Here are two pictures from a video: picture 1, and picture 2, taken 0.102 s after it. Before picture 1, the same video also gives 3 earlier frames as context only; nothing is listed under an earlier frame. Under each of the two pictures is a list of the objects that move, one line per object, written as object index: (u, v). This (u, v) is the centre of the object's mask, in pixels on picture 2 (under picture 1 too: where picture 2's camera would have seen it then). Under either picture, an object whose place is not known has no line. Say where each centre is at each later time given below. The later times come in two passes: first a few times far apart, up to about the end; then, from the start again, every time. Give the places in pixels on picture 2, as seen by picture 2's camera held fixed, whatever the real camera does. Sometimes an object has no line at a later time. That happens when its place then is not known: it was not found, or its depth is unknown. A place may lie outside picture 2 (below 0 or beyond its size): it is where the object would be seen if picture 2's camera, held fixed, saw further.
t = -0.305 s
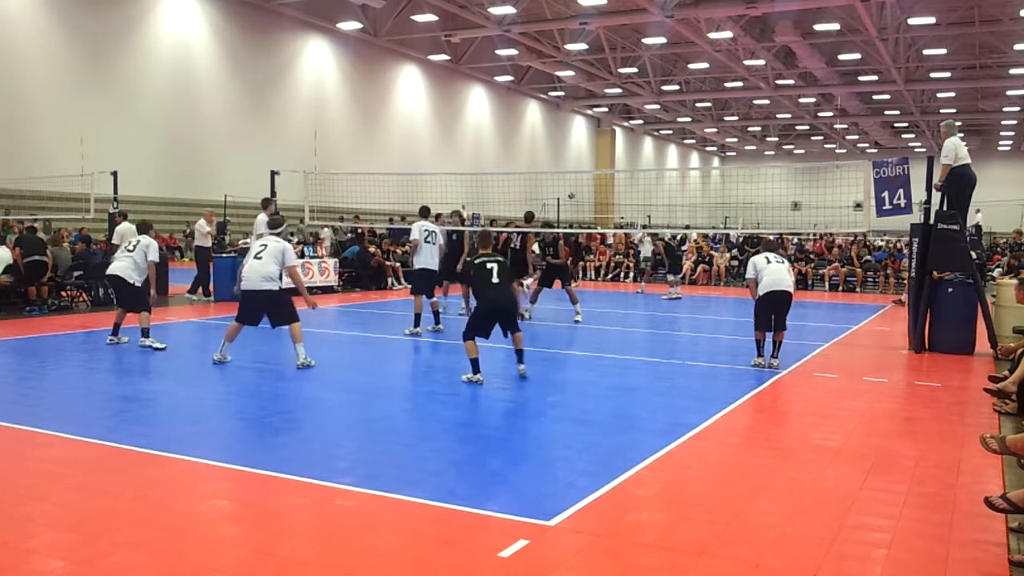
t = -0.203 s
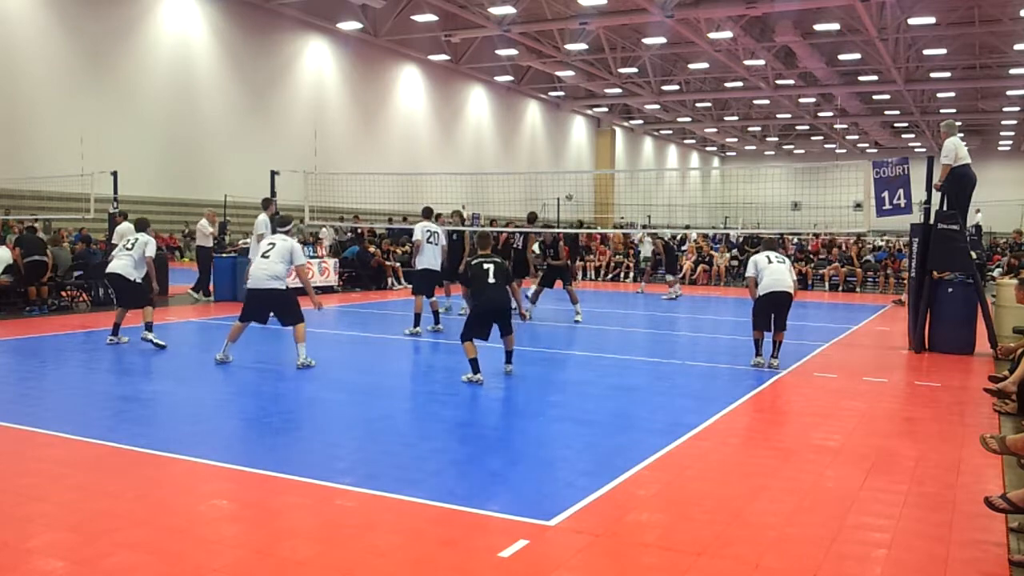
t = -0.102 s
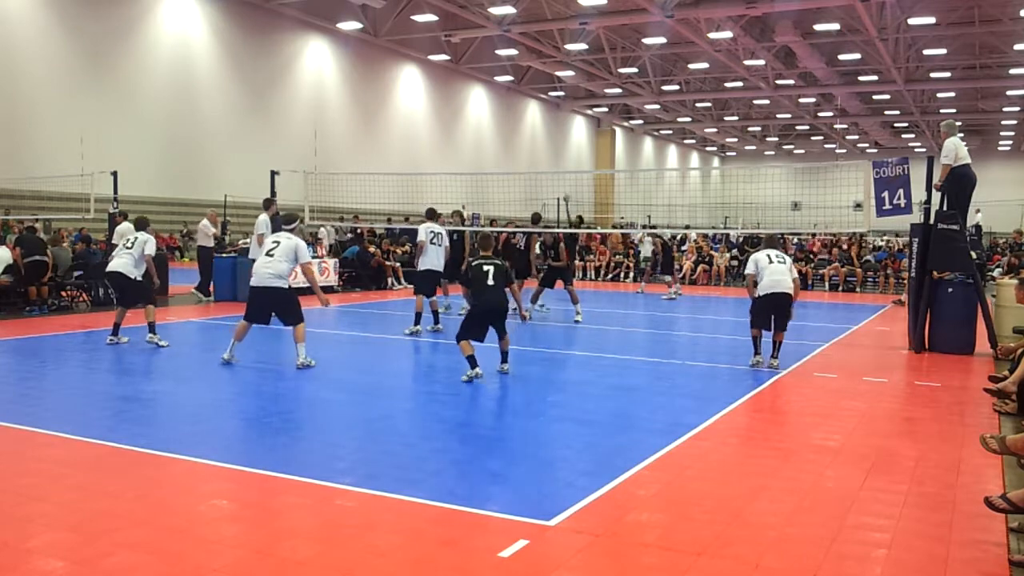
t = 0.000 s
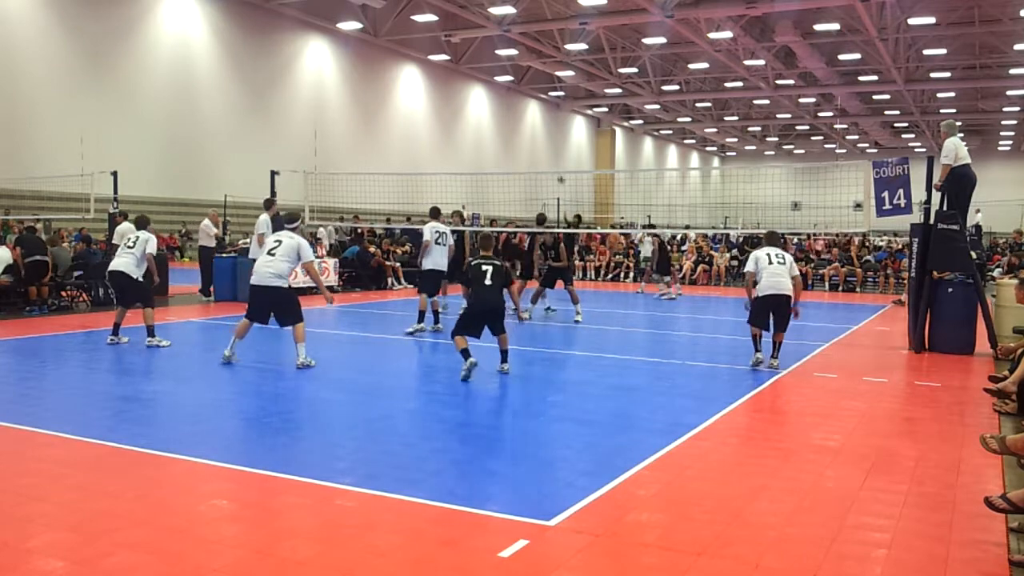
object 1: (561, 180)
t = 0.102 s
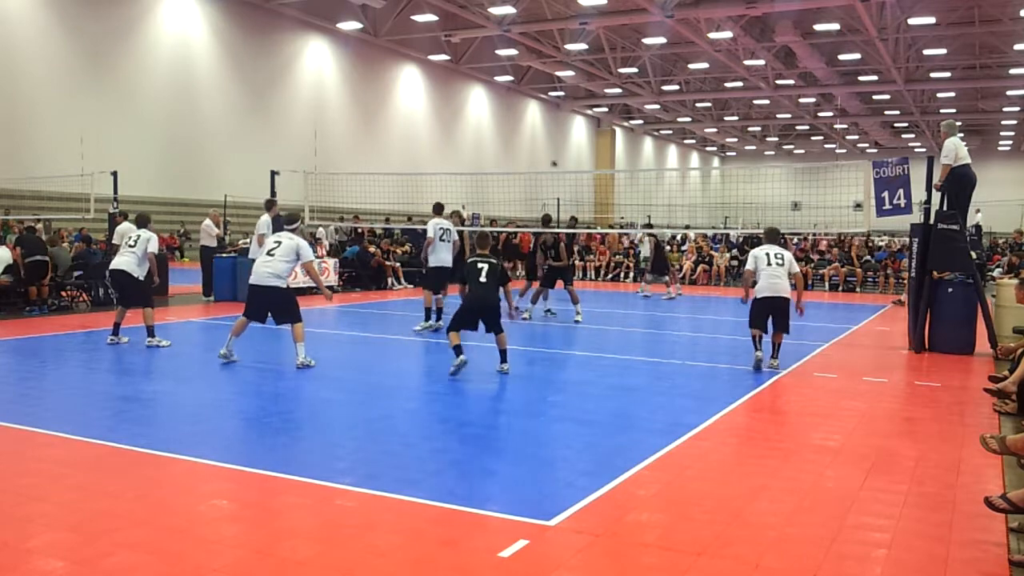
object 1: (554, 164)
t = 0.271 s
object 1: (539, 140)
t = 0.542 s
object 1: (509, 121)
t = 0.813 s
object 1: (459, 144)
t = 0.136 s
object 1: (551, 158)
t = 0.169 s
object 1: (549, 153)
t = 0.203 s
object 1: (546, 149)
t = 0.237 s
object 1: (542, 145)
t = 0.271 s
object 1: (539, 140)
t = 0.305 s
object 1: (536, 136)
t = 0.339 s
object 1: (533, 133)
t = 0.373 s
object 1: (529, 130)
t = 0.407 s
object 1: (525, 127)
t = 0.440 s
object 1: (521, 125)
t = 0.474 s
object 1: (517, 123)
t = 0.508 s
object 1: (512, 122)
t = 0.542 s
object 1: (509, 121)
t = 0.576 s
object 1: (504, 122)
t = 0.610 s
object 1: (499, 121)
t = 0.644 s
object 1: (493, 124)
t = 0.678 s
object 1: (487, 125)
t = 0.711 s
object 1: (480, 128)
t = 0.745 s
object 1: (474, 132)
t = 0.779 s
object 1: (467, 137)
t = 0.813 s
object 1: (459, 144)
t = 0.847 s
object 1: (450, 152)
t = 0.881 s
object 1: (441, 161)
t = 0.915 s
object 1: (432, 170)
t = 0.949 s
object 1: (422, 183)
